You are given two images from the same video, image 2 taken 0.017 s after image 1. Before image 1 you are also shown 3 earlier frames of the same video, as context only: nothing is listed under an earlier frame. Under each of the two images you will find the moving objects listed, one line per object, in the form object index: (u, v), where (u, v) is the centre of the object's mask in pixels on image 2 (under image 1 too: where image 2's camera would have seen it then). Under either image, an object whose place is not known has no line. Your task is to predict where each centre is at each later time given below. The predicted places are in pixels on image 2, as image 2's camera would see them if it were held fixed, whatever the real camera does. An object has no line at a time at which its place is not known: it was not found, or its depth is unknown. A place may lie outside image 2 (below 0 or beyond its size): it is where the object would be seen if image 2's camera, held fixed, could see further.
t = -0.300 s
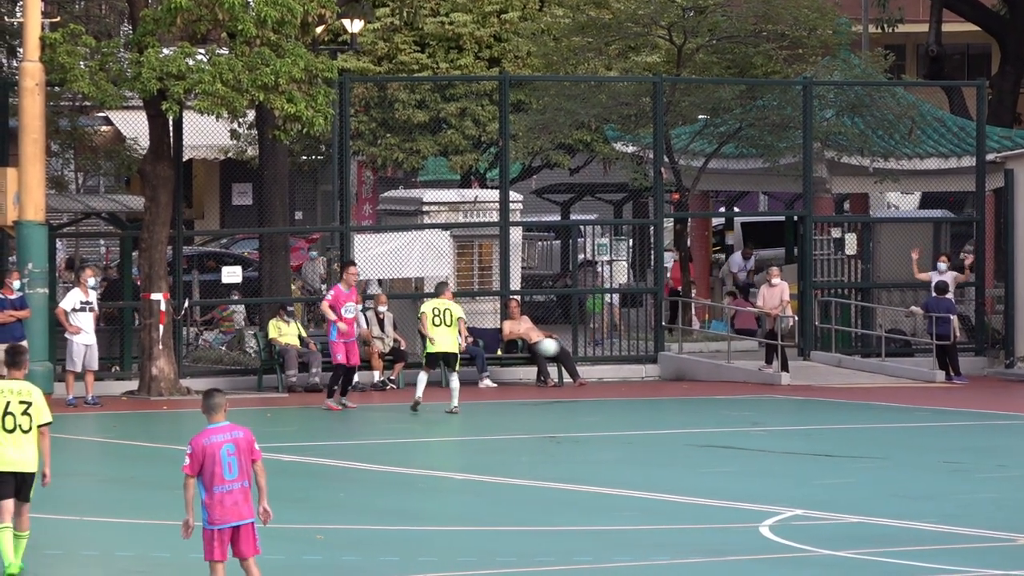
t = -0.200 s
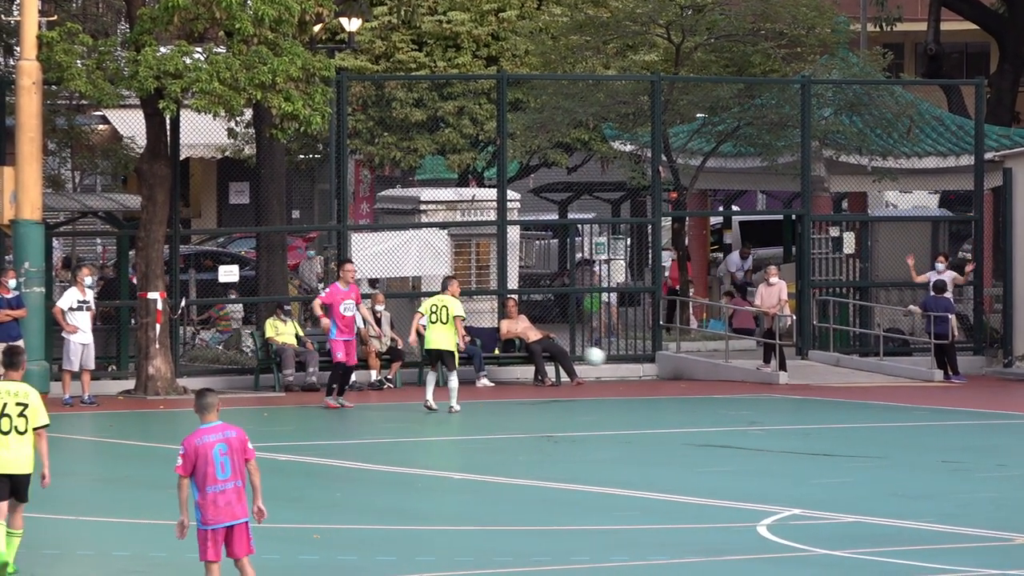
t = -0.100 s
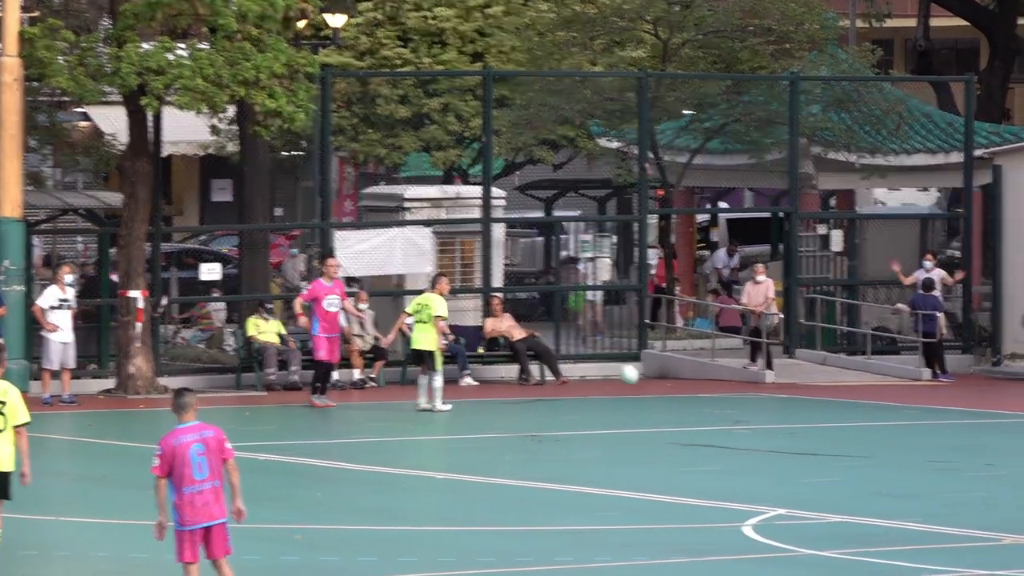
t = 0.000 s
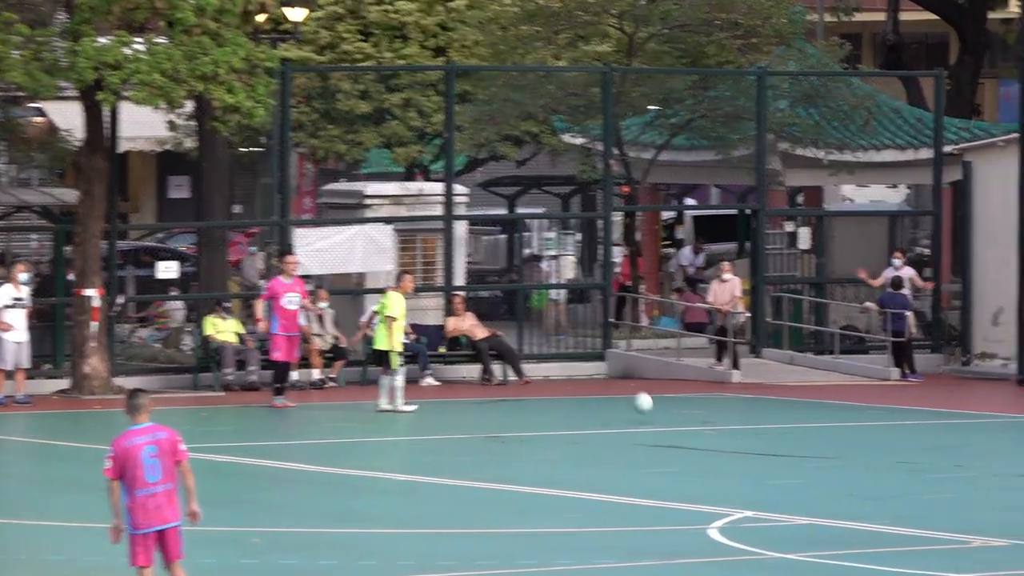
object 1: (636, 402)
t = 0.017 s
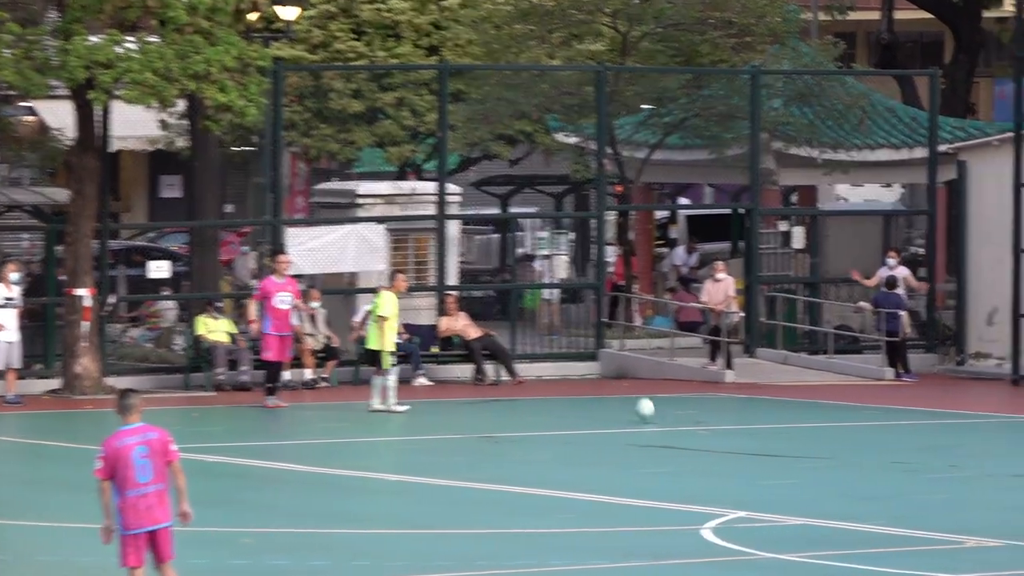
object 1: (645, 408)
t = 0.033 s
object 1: (653, 413)
